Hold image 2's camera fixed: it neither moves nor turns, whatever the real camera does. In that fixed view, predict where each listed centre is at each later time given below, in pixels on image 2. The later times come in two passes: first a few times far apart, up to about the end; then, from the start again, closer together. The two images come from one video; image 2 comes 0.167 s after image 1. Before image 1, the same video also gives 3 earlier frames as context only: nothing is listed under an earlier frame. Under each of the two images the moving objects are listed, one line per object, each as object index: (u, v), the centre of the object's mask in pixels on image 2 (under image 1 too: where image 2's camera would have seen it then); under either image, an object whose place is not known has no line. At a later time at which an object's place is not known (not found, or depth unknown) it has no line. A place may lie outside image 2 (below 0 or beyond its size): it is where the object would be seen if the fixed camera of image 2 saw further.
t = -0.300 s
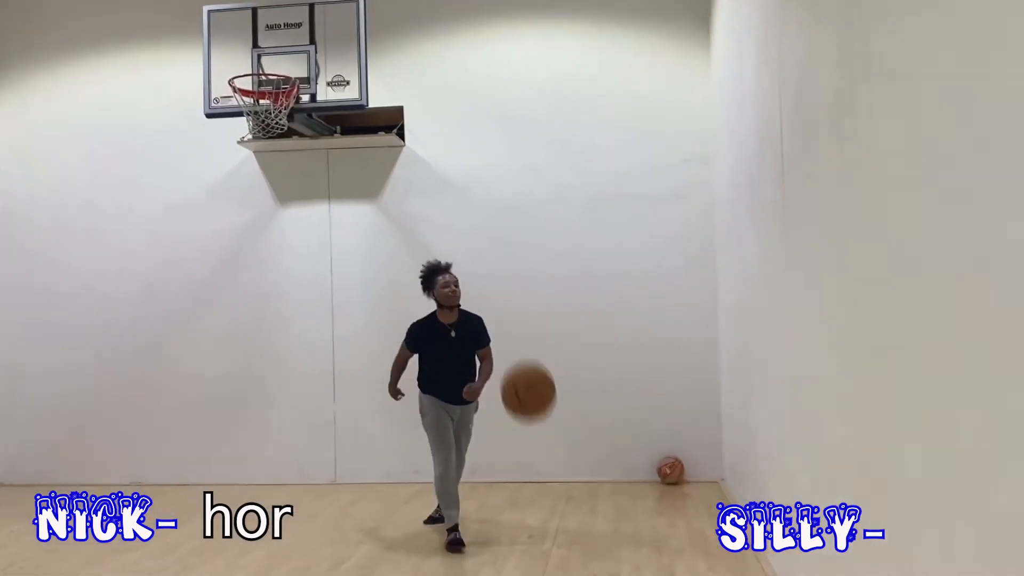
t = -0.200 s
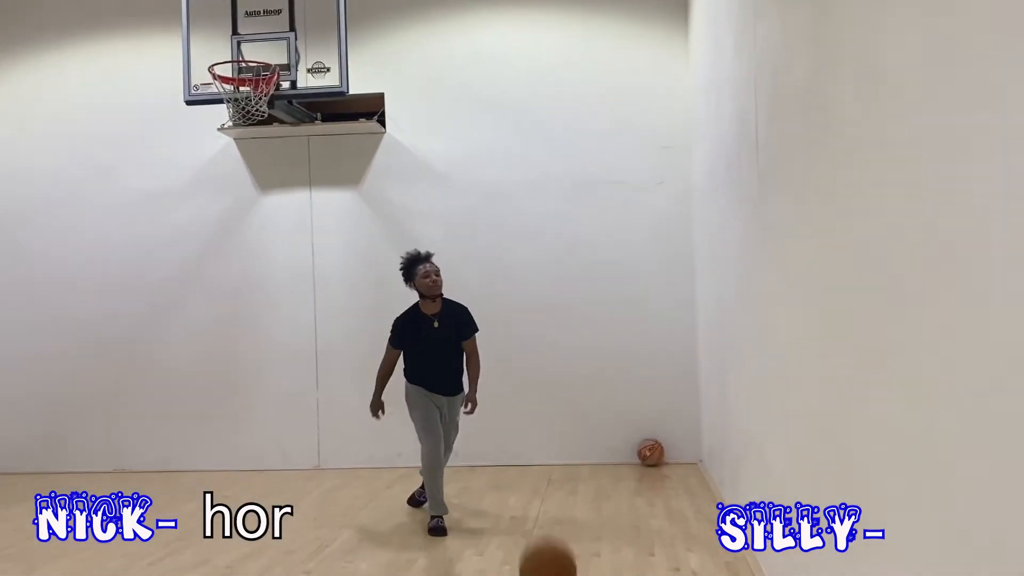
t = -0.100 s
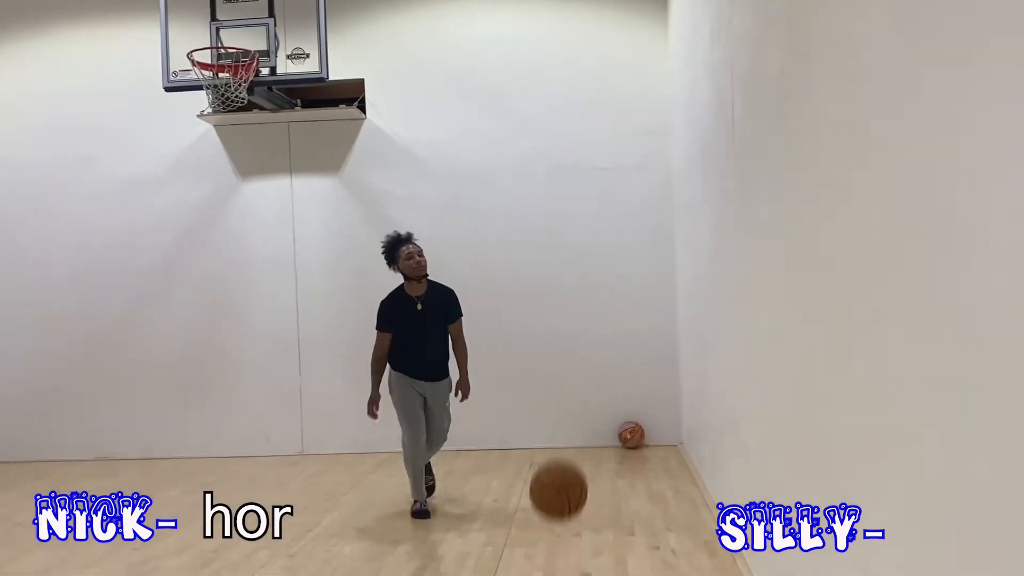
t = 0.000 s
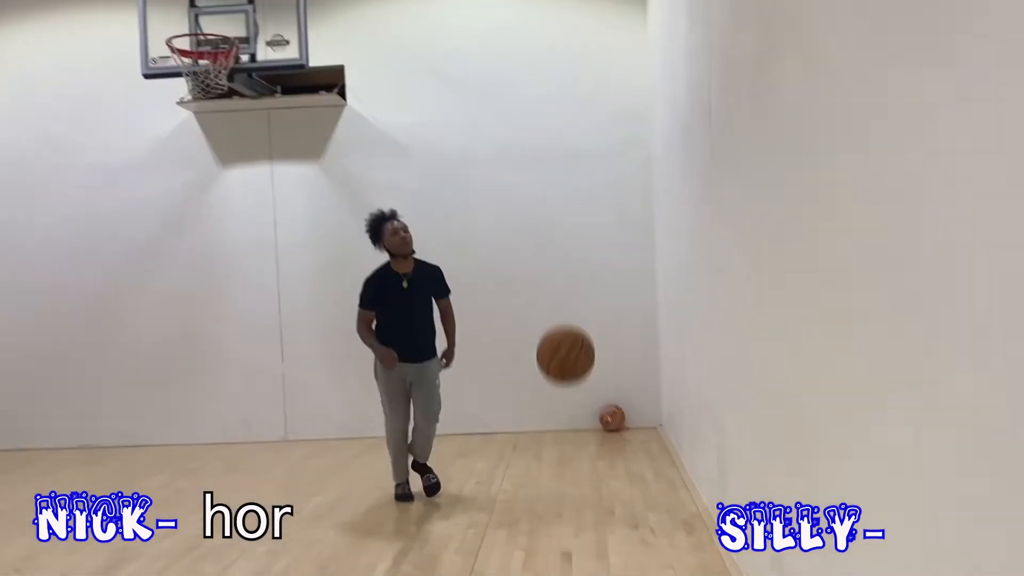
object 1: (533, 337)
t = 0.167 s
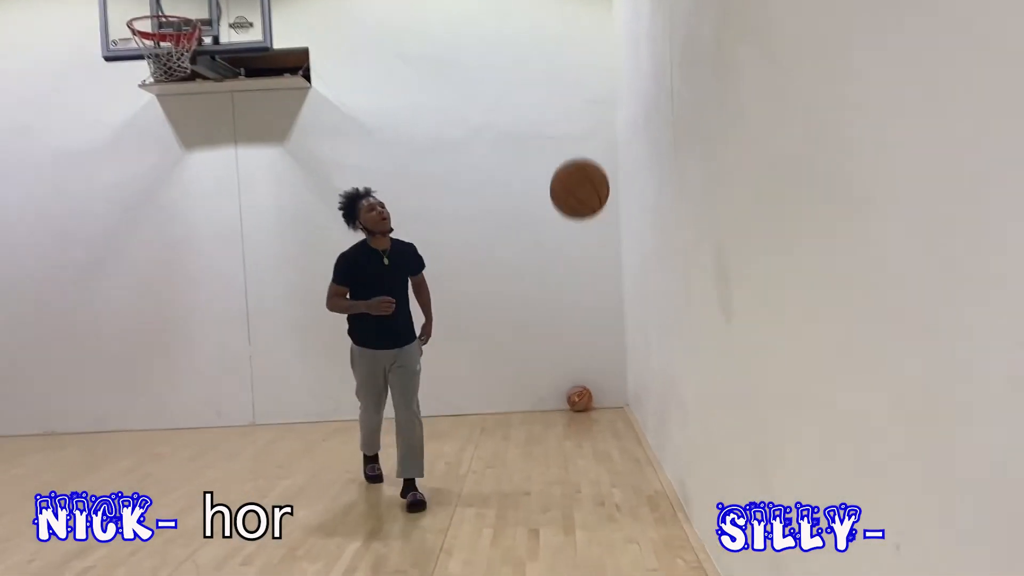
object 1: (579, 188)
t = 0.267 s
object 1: (611, 127)
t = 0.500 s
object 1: (672, 67)
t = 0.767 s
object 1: (607, 157)
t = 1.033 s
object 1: (552, 432)
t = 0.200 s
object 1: (590, 166)
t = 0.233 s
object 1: (600, 145)
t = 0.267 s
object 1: (611, 127)
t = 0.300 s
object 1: (622, 111)
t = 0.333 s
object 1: (634, 97)
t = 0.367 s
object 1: (646, 86)
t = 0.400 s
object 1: (658, 78)
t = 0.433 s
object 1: (671, 73)
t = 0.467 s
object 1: (681, 70)
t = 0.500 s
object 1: (672, 67)
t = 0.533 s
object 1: (663, 68)
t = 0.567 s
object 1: (654, 72)
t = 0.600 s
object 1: (646, 78)
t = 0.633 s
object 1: (638, 88)
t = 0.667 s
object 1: (630, 101)
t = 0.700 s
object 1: (622, 116)
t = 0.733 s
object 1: (614, 135)
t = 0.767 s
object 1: (607, 157)
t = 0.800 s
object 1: (600, 181)
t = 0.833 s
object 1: (593, 208)
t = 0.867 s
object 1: (587, 238)
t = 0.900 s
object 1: (581, 271)
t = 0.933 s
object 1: (574, 307)
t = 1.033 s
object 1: (552, 432)
